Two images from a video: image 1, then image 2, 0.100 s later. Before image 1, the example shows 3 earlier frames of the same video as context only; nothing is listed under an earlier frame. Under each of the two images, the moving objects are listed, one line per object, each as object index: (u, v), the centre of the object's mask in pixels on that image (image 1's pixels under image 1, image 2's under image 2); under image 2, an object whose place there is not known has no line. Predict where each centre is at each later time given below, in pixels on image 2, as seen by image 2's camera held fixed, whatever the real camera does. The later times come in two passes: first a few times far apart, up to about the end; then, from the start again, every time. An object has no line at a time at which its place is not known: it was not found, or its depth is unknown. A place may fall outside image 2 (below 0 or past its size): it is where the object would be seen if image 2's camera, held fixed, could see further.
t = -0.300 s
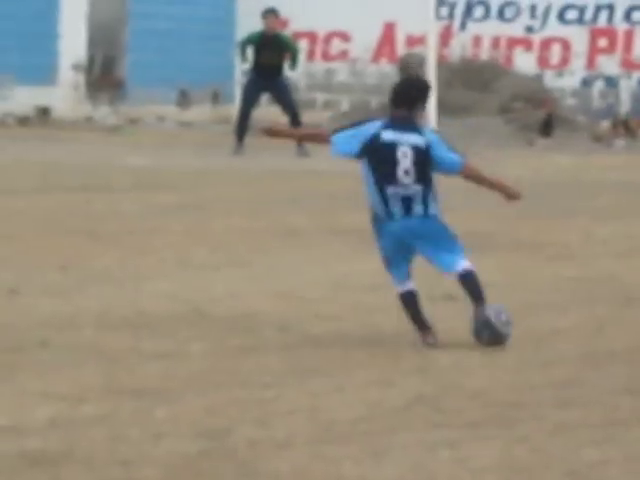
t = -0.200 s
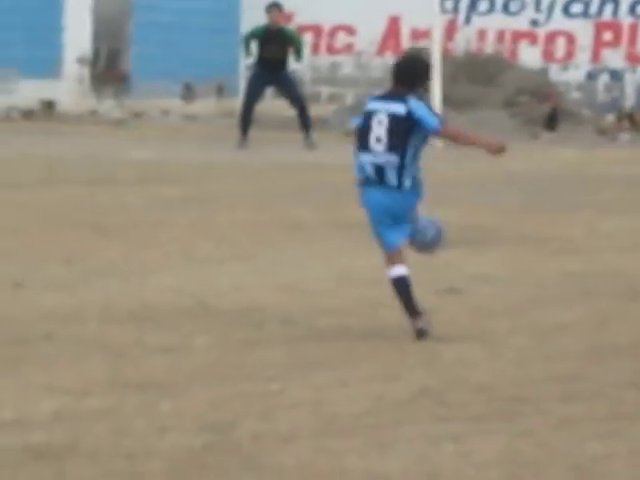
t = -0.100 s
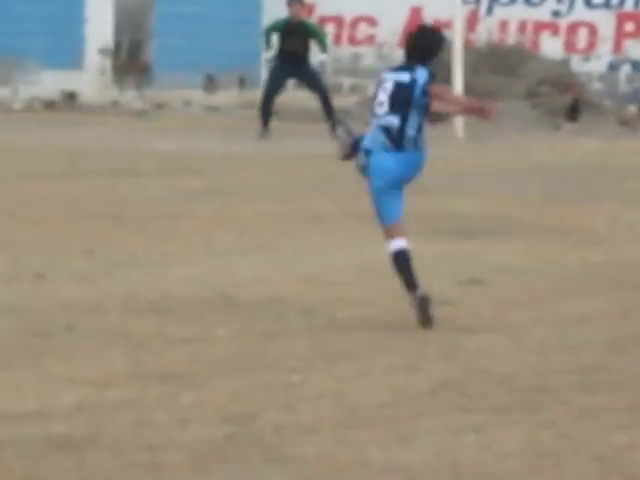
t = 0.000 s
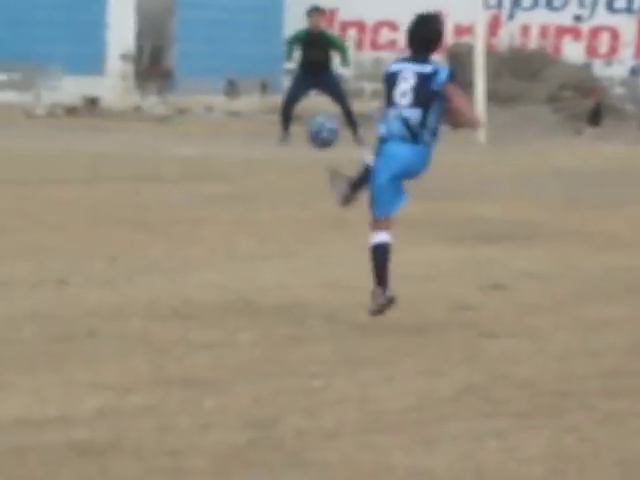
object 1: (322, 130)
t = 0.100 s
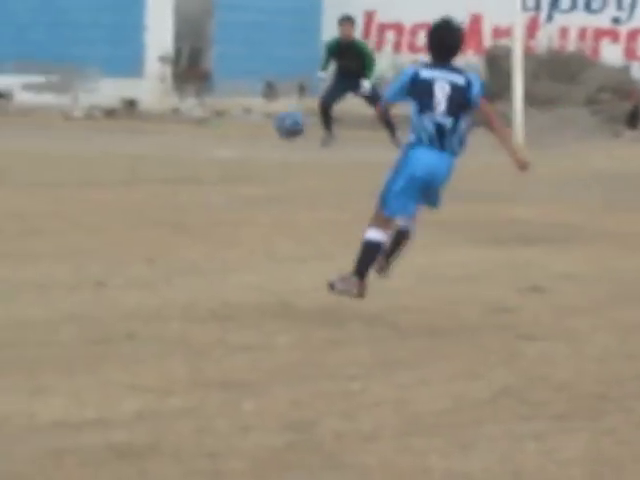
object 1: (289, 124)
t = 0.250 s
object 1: (195, 141)
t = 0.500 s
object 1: (58, 145)
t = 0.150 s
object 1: (258, 124)
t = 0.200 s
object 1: (225, 130)
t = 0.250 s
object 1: (195, 141)
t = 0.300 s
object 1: (165, 154)
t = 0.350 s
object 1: (134, 171)
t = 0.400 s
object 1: (105, 191)
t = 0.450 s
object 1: (82, 168)
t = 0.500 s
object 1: (58, 145)
